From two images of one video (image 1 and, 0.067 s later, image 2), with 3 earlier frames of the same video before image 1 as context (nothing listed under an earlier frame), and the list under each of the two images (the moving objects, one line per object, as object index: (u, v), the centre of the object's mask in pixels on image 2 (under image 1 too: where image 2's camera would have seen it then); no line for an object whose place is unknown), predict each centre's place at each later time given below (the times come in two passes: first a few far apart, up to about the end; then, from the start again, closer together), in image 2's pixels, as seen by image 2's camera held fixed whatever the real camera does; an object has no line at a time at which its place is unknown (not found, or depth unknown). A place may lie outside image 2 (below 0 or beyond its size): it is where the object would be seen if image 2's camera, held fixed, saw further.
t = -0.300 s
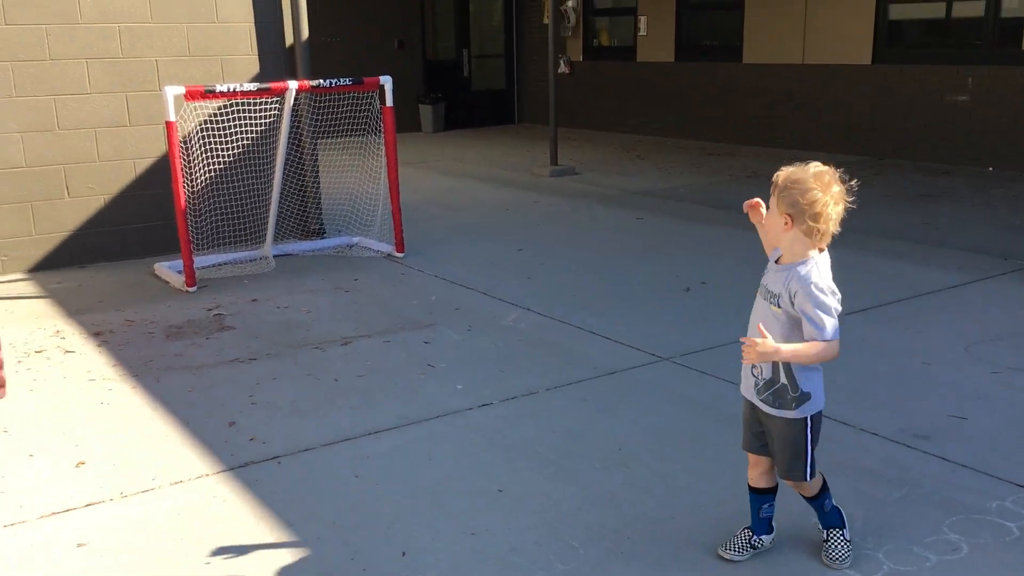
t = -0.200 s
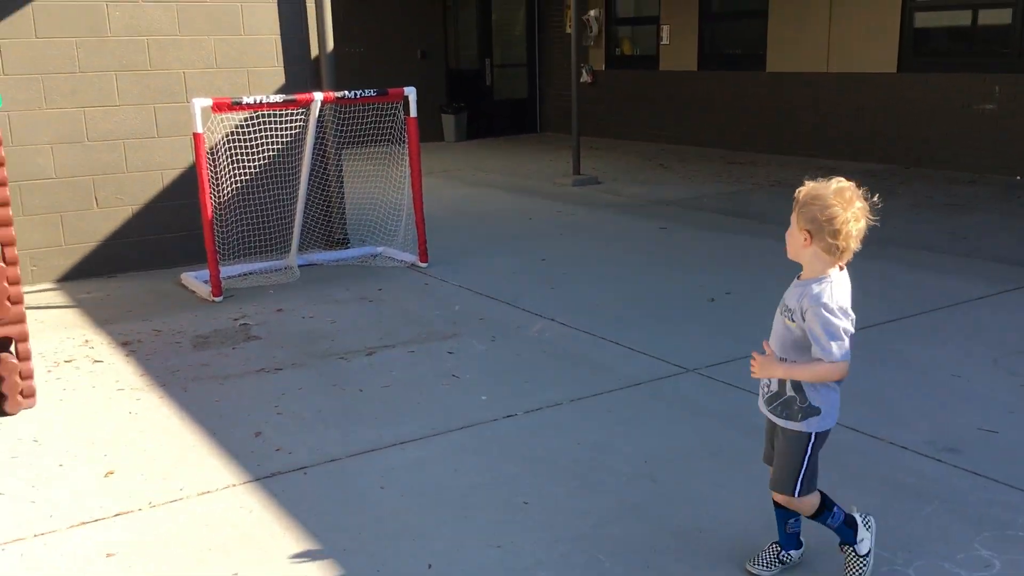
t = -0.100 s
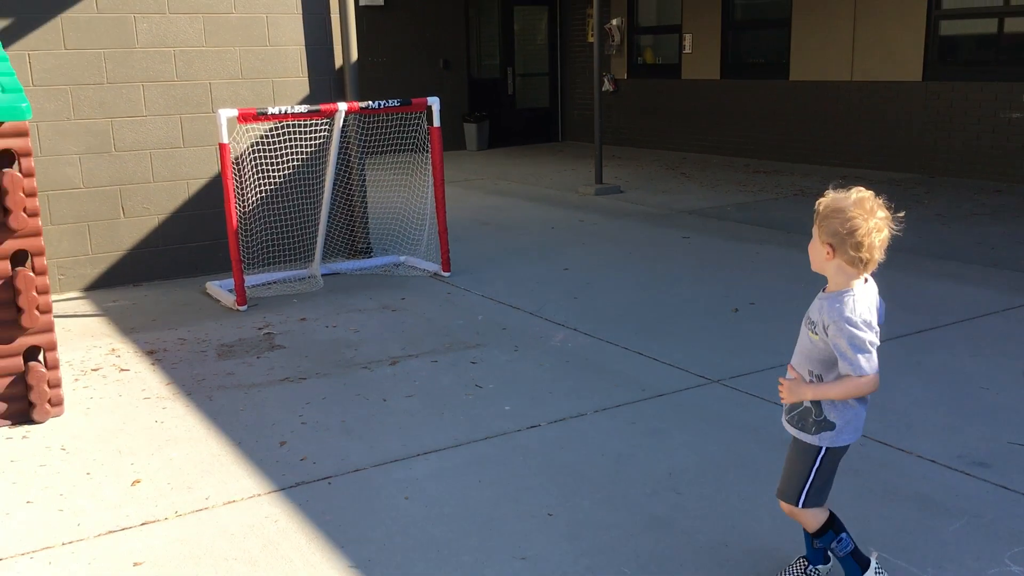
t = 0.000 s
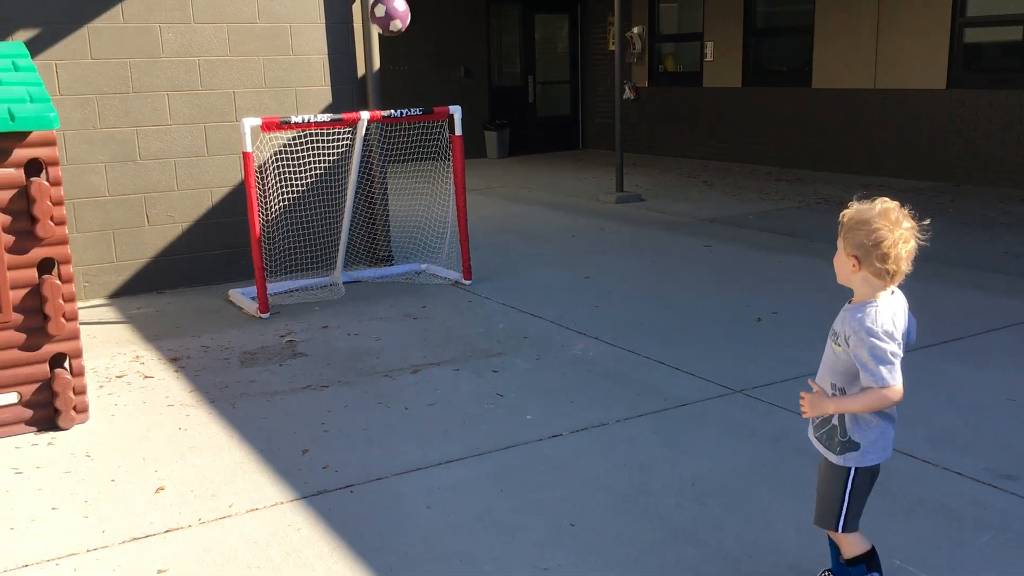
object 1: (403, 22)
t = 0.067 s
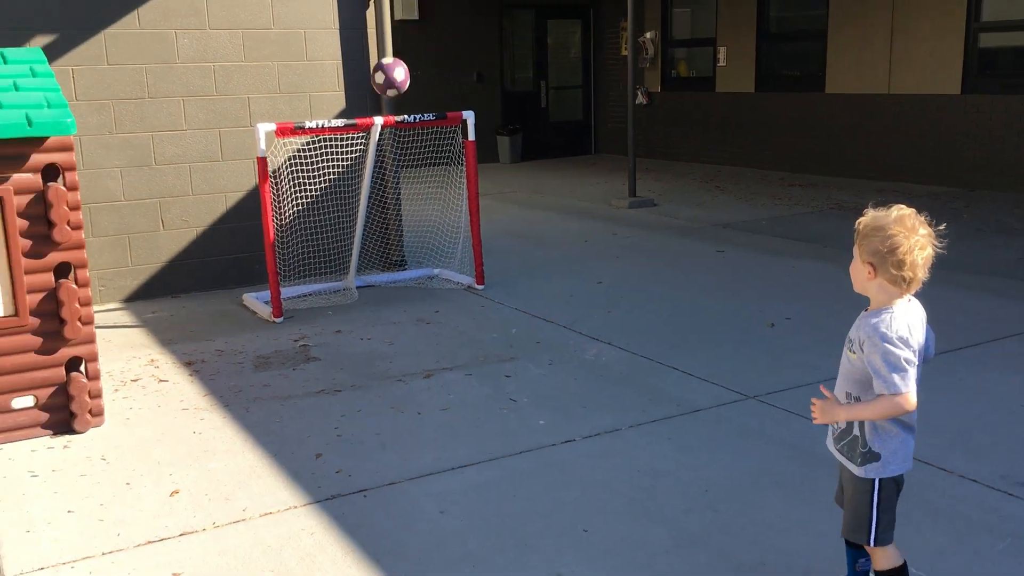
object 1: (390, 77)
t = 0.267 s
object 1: (360, 259)
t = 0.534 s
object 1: (321, 244)
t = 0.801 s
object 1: (297, 294)
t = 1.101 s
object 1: (317, 285)
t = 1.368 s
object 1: (334, 280)
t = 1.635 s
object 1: (345, 280)
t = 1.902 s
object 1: (349, 280)
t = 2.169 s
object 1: (350, 282)
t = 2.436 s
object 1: (349, 284)
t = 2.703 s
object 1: (348, 286)
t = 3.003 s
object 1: (347, 288)
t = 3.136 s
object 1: (347, 290)
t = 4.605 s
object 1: (356, 301)
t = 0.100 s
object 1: (384, 106)
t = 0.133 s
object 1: (380, 135)
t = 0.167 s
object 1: (374, 166)
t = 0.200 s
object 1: (369, 196)
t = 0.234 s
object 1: (364, 228)
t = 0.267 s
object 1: (360, 259)
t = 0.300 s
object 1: (358, 283)
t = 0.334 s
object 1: (353, 265)
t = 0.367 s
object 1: (350, 256)
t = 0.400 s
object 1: (343, 250)
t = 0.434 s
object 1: (338, 246)
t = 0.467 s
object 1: (333, 244)
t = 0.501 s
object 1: (327, 243)
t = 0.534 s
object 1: (321, 244)
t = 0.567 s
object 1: (317, 249)
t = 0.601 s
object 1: (311, 254)
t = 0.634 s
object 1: (306, 261)
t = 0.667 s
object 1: (302, 270)
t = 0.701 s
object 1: (297, 280)
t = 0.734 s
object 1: (295, 293)
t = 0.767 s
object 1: (295, 302)
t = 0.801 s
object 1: (297, 294)
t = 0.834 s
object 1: (298, 289)
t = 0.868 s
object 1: (301, 285)
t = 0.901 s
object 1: (302, 282)
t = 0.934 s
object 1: (305, 282)
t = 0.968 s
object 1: (308, 282)
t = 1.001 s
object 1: (310, 286)
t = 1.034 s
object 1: (313, 291)
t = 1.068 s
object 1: (315, 290)
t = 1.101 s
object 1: (317, 285)
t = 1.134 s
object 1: (319, 283)
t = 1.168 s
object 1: (321, 281)
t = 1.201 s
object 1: (323, 282)
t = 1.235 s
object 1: (325, 284)
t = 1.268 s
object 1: (328, 286)
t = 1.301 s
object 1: (329, 282)
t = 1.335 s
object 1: (331, 281)
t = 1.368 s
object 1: (334, 280)
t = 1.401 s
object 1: (336, 282)
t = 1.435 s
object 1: (338, 282)
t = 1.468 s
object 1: (339, 280)
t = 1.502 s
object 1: (341, 280)
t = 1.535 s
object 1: (343, 280)
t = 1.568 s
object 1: (343, 280)
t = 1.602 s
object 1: (344, 279)
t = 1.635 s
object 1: (345, 280)
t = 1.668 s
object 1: (347, 279)
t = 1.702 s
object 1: (348, 279)
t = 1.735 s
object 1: (348, 279)
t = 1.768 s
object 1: (349, 279)
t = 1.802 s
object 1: (349, 279)
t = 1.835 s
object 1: (349, 280)
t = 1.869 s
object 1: (349, 280)
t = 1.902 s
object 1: (349, 280)
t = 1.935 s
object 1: (349, 280)
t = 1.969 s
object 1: (350, 281)
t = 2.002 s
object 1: (350, 281)
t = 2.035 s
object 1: (350, 282)
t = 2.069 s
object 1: (350, 282)
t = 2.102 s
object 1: (349, 282)
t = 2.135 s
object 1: (350, 282)
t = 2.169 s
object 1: (350, 282)
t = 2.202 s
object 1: (350, 283)
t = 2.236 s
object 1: (349, 283)
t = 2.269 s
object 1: (349, 283)
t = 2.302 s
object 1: (350, 284)
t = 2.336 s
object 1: (350, 284)
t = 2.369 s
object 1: (349, 284)
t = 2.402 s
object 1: (349, 284)
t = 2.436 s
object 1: (349, 284)
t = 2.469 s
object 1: (349, 284)
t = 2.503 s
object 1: (349, 285)
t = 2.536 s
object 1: (349, 285)
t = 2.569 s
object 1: (349, 285)
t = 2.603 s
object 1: (349, 285)
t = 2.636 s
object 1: (349, 286)
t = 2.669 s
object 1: (349, 286)
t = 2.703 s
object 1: (348, 286)
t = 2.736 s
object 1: (348, 287)
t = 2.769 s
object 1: (348, 287)
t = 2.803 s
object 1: (348, 287)
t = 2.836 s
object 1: (348, 287)
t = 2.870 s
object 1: (347, 288)
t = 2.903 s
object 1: (347, 288)
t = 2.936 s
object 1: (347, 288)
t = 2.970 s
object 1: (347, 288)
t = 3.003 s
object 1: (347, 288)
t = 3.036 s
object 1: (347, 289)
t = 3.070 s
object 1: (347, 289)
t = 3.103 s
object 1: (347, 289)
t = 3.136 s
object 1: (347, 290)
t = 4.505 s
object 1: (354, 300)
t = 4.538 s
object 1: (355, 301)
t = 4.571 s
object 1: (356, 301)
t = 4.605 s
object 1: (356, 301)
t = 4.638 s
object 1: (357, 302)
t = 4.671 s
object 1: (357, 302)
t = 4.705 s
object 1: (357, 302)
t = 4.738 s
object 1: (358, 303)
